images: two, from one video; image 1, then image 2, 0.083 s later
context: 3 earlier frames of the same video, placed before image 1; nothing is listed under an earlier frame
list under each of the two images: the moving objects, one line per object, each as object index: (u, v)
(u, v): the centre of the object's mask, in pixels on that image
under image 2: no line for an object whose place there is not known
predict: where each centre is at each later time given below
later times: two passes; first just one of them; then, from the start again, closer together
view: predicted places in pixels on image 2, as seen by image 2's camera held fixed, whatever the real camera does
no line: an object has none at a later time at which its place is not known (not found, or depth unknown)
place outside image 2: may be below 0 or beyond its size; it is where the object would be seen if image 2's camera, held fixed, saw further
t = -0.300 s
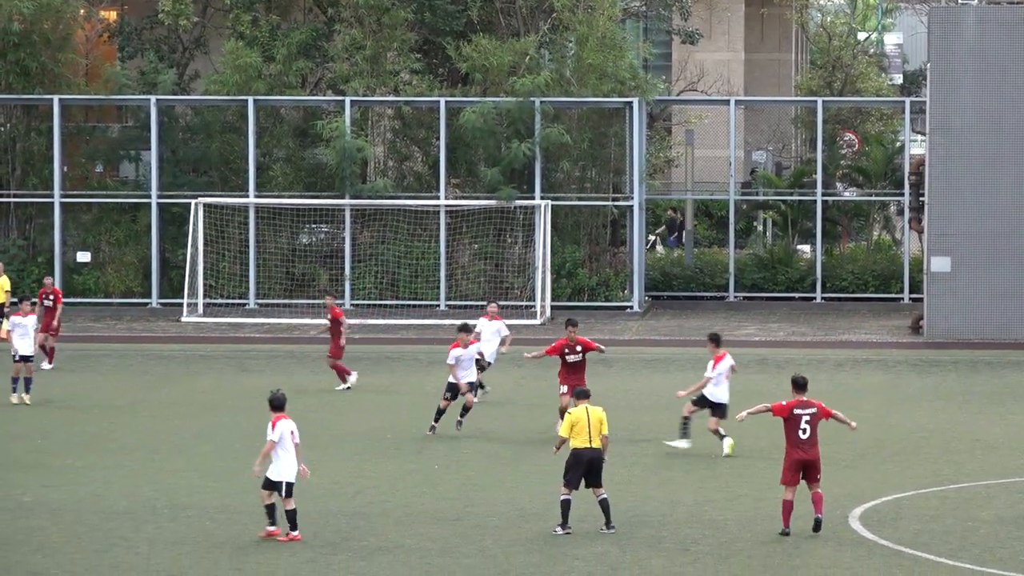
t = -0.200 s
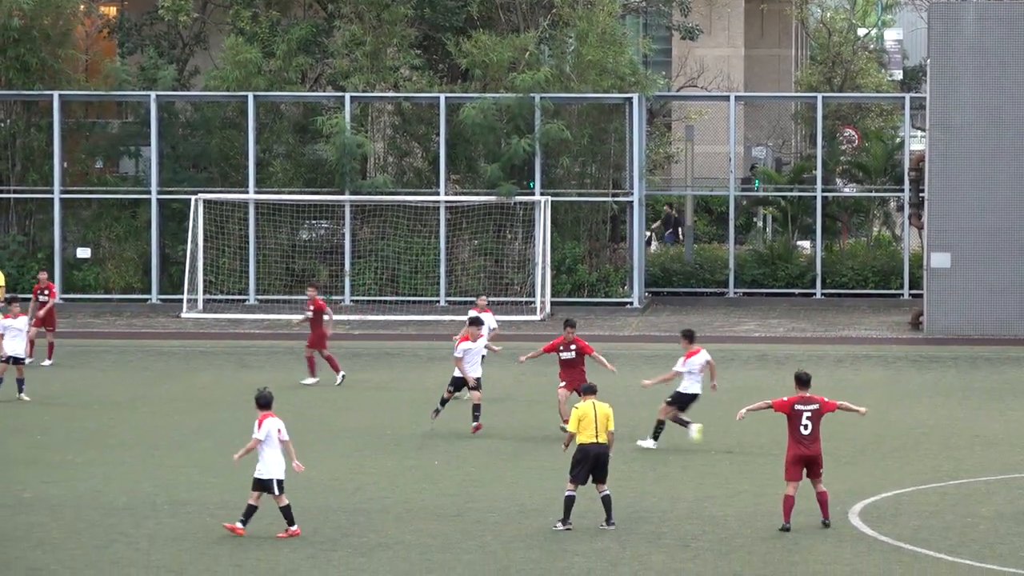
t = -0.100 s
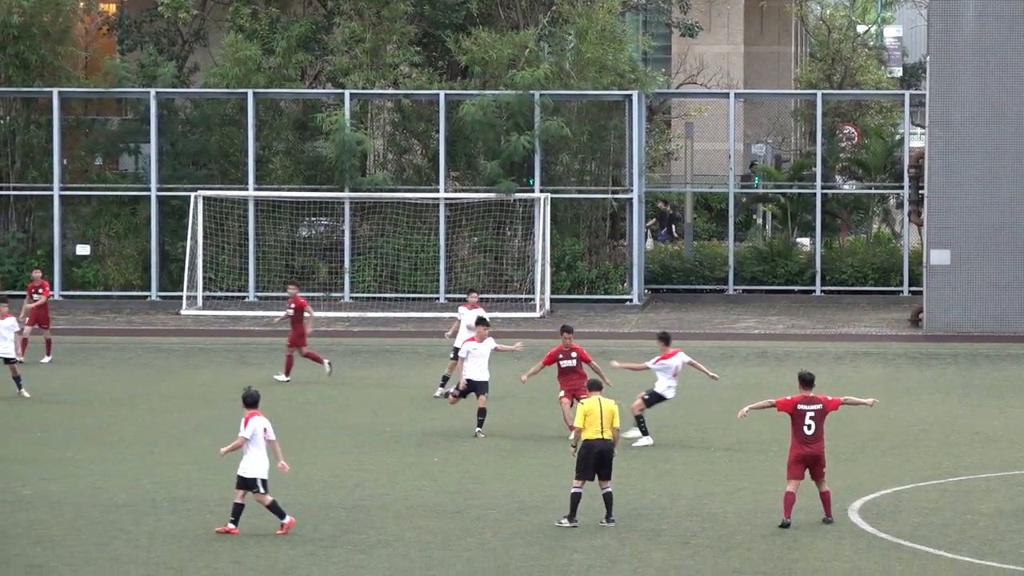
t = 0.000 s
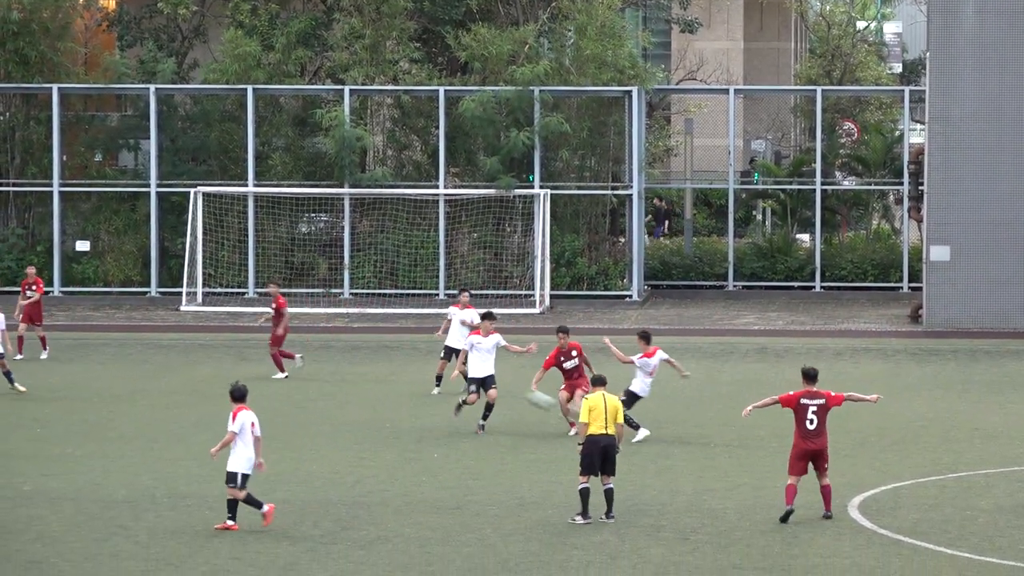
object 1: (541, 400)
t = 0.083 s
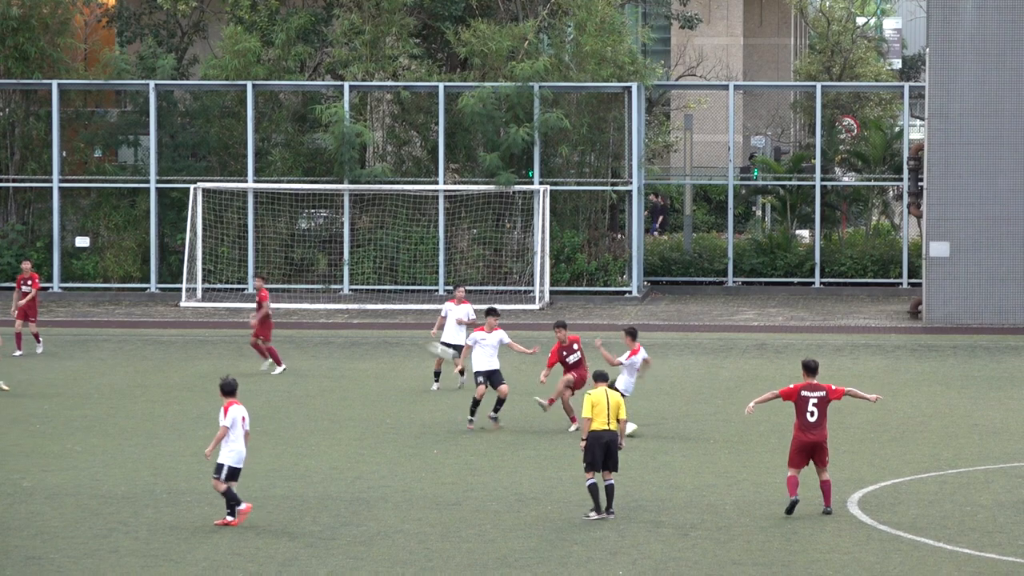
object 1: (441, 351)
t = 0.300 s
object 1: (171, 251)
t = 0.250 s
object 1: (234, 272)
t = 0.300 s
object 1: (171, 251)
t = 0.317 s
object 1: (151, 243)
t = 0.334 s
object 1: (130, 236)
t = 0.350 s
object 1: (108, 229)
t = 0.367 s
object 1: (87, 223)
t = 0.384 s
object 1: (67, 216)
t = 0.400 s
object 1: (44, 208)
